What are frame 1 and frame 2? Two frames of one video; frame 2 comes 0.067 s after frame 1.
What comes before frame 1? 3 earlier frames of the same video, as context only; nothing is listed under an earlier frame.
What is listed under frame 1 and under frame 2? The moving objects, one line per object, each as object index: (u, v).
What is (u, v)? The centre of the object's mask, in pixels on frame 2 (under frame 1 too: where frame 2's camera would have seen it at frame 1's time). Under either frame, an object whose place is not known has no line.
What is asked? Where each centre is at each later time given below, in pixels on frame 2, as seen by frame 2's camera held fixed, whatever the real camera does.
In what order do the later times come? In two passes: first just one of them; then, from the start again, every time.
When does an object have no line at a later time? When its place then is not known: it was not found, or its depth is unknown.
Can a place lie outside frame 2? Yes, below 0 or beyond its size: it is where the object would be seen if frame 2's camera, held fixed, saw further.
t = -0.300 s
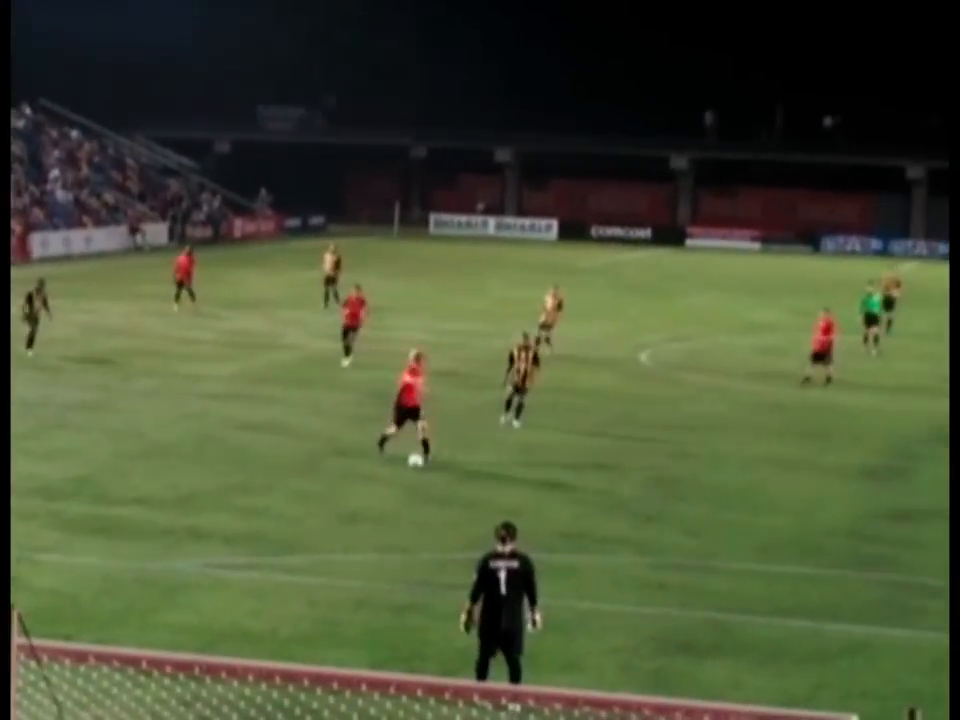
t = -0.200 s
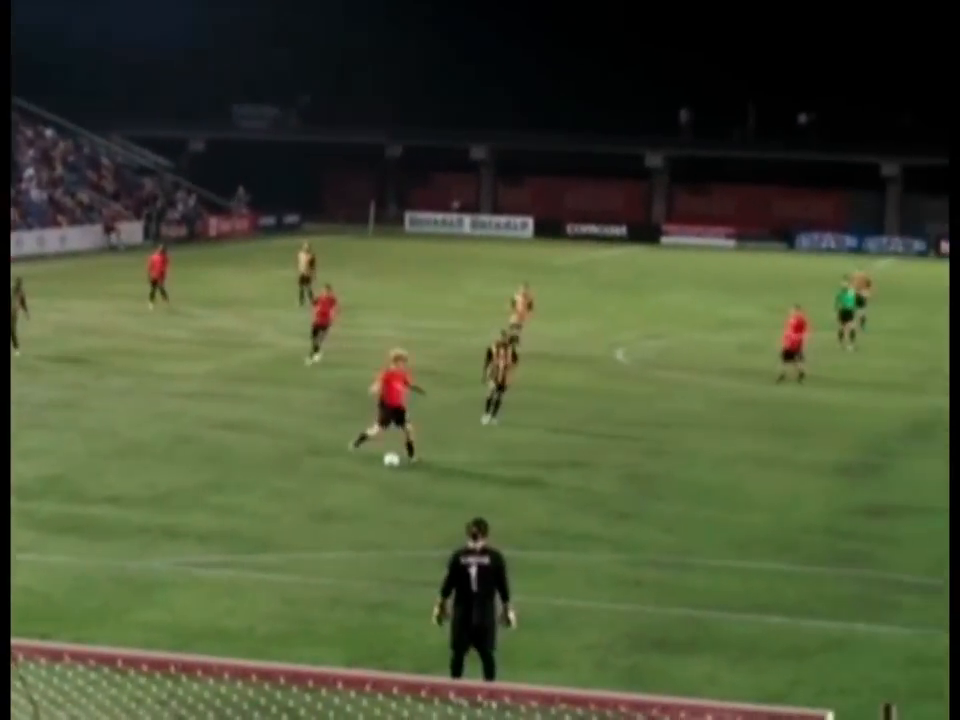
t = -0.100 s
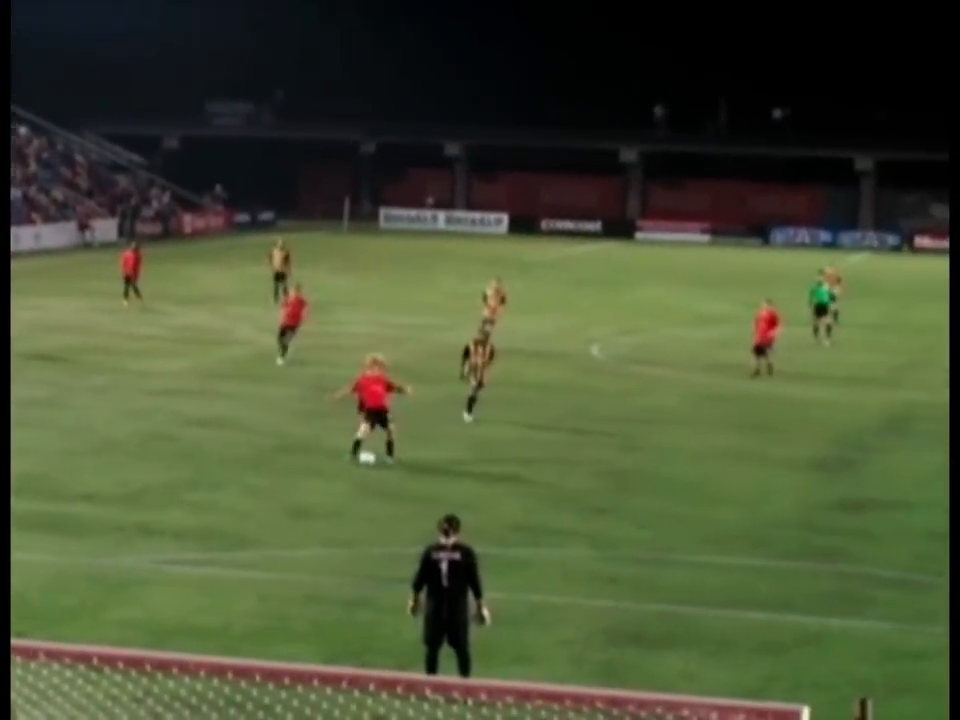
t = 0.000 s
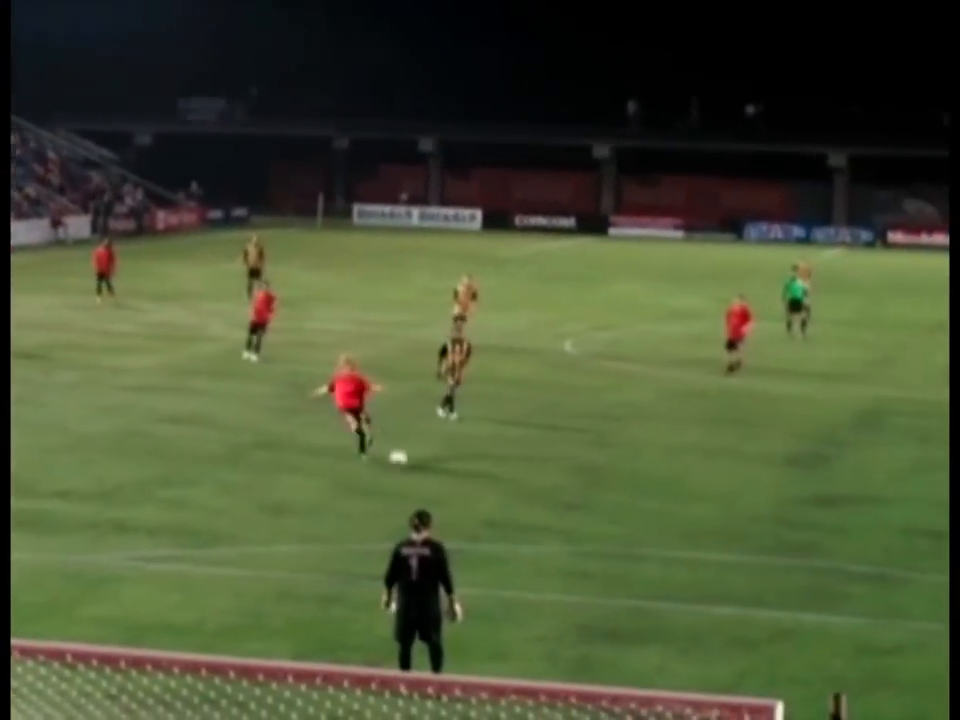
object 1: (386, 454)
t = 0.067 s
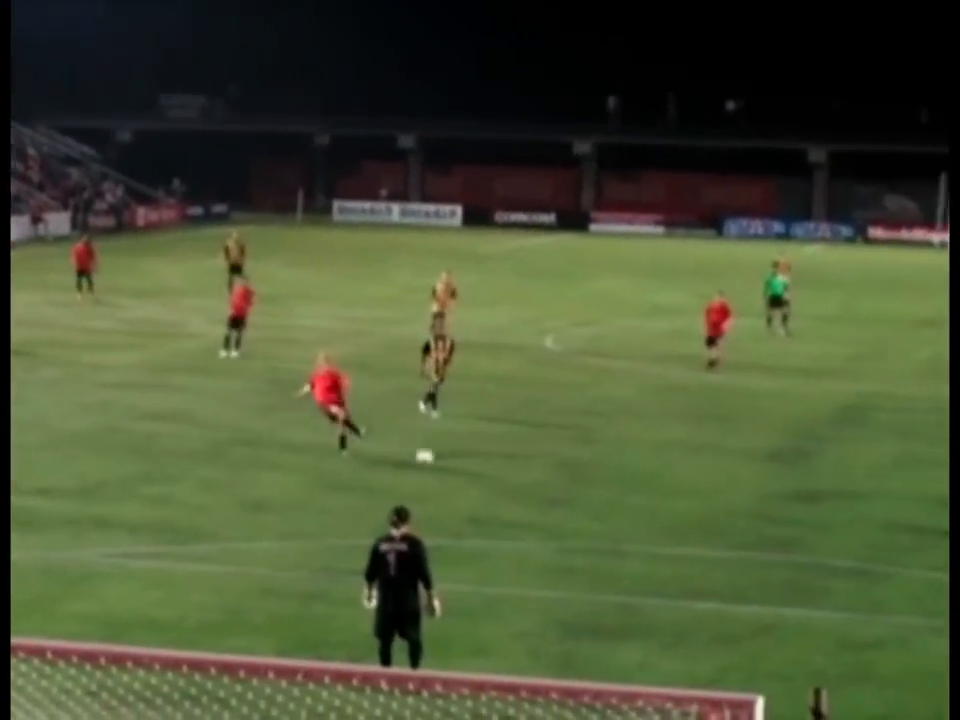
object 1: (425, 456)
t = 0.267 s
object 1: (559, 469)
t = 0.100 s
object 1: (448, 459)
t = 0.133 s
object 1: (472, 463)
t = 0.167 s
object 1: (497, 464)
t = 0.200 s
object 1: (518, 464)
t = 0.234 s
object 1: (539, 466)
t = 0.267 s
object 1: (559, 469)
